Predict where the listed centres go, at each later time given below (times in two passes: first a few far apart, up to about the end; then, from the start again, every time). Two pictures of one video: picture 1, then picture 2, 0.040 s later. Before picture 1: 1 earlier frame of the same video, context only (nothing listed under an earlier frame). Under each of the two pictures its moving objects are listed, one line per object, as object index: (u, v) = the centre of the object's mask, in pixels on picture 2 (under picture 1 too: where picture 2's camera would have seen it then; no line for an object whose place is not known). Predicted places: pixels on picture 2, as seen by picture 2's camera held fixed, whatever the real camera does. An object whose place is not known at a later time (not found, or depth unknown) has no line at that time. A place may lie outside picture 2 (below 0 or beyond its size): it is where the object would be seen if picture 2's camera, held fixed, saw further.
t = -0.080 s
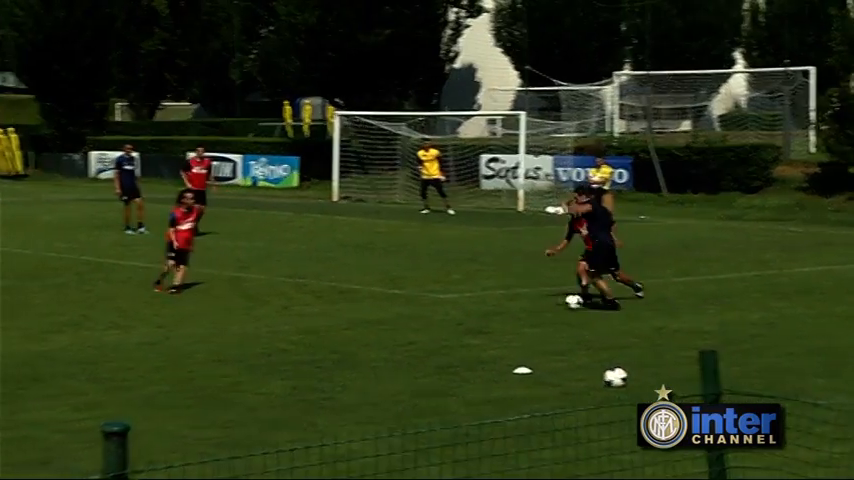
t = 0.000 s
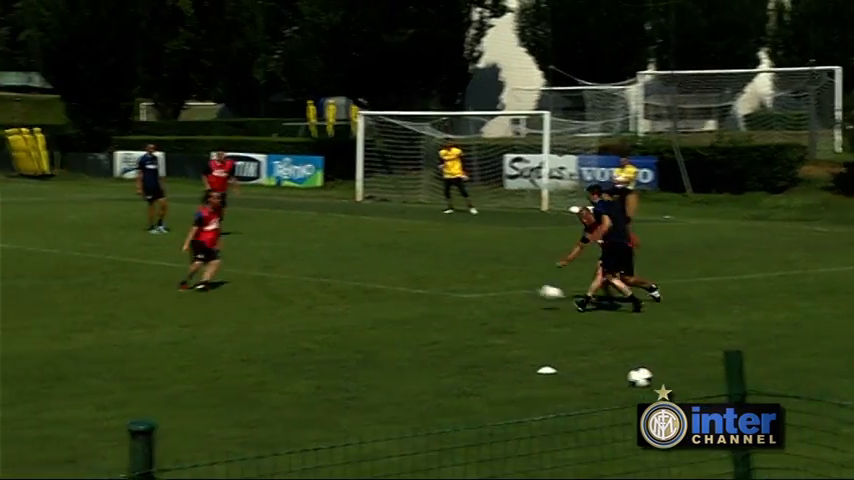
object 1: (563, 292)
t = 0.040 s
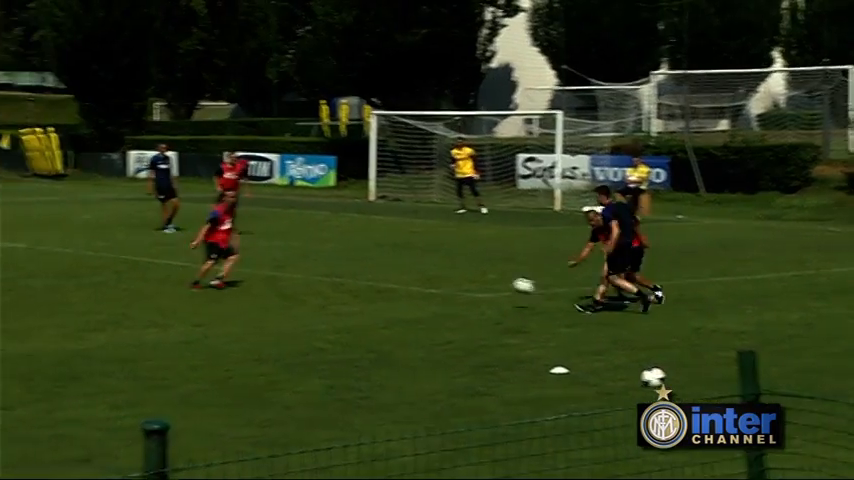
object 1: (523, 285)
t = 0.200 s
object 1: (365, 270)
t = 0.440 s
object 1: (131, 284)
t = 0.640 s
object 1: (-52, 294)
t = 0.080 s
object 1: (484, 280)
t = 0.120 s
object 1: (444, 275)
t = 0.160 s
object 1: (405, 272)
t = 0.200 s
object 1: (365, 270)
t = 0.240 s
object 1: (326, 269)
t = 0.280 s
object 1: (287, 269)
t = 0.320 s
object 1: (248, 271)
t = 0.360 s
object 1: (209, 274)
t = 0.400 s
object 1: (170, 278)
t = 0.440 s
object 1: (131, 284)
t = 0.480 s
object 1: (91, 291)
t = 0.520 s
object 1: (52, 300)
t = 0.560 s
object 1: (13, 306)
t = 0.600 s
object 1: (-20, 299)
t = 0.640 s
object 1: (-52, 294)
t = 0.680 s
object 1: (-85, 289)
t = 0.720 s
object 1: (-118, 285)
